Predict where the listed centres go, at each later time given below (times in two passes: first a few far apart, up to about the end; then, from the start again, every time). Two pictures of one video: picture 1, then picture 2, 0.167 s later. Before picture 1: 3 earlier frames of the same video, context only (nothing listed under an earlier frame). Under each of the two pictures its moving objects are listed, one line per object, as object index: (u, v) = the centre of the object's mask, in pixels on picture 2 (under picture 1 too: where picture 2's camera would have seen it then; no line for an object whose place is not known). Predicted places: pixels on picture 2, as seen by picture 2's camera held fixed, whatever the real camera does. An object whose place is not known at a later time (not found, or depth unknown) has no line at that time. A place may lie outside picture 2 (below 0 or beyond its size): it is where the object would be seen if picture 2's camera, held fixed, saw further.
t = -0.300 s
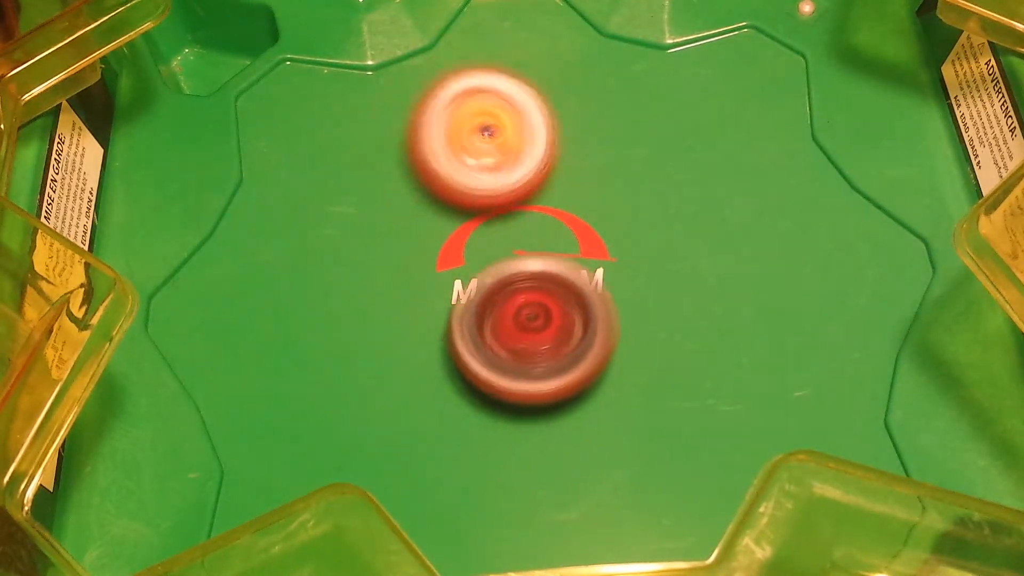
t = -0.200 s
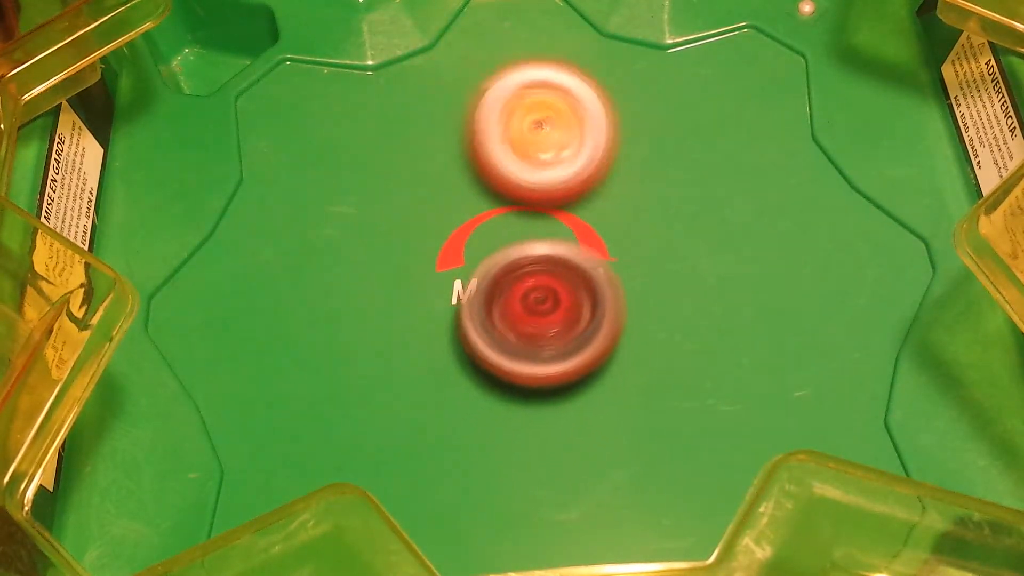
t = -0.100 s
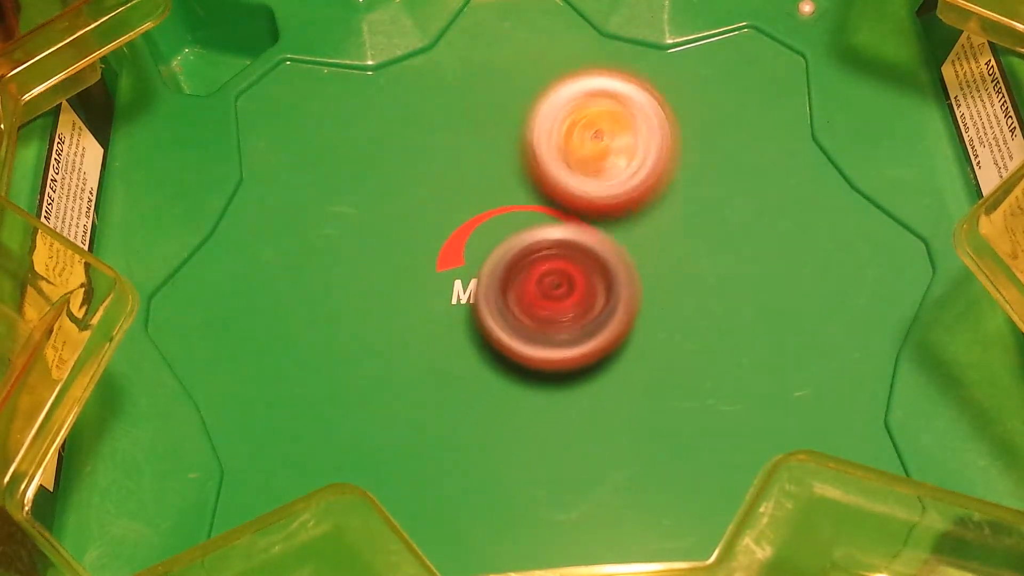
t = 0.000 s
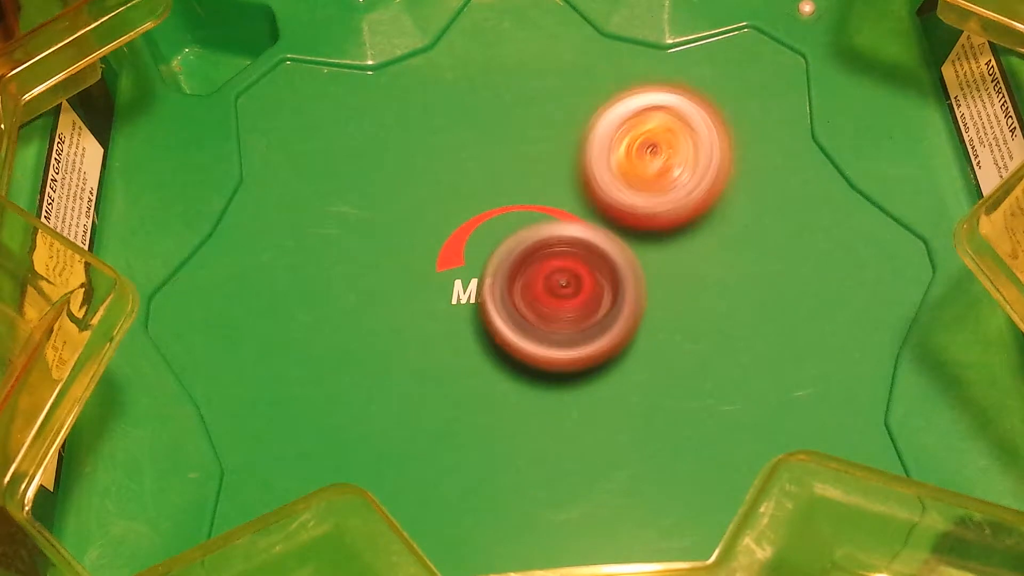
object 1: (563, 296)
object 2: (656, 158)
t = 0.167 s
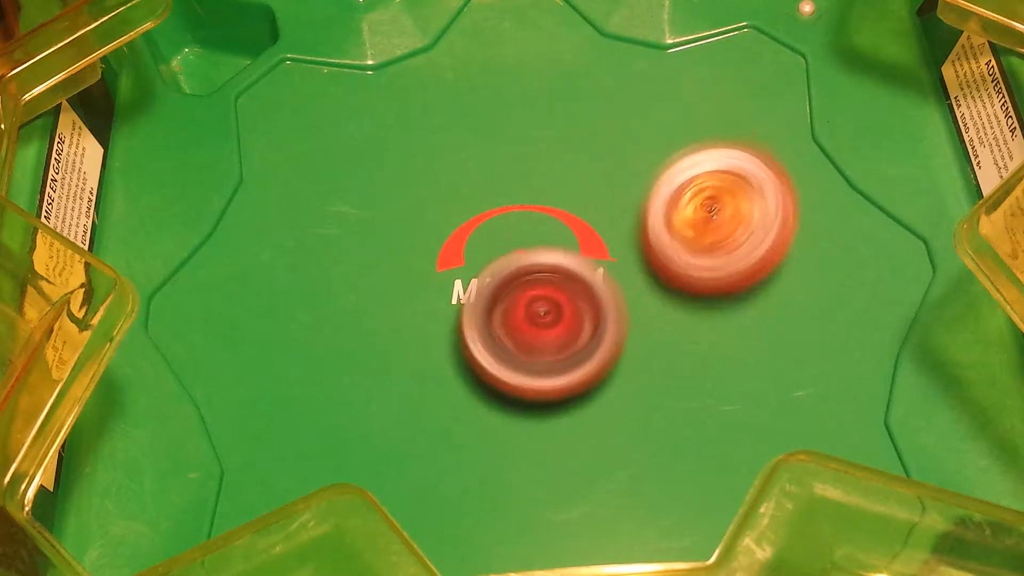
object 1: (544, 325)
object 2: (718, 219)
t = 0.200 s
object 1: (537, 328)
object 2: (723, 236)
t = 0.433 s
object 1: (504, 332)
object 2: (686, 359)
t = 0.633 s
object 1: (444, 284)
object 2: (608, 435)
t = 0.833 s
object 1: (431, 237)
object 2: (484, 417)
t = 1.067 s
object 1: (497, 173)
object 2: (374, 380)
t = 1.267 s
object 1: (570, 147)
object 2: (383, 305)
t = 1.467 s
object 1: (627, 177)
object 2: (460, 252)
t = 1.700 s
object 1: (707, 248)
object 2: (511, 259)
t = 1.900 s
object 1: (720, 326)
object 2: (524, 315)
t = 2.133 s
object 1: (694, 390)
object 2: (460, 359)
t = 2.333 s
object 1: (624, 403)
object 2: (412, 349)
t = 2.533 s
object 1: (588, 392)
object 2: (396, 287)
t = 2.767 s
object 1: (558, 357)
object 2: (455, 239)
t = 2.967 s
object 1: (643, 405)
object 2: (416, 162)
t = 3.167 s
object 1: (647, 393)
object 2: (432, 229)
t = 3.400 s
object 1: (609, 338)
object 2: (438, 332)
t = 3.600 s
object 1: (624, 262)
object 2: (361, 400)
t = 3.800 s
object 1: (583, 215)
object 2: (332, 409)
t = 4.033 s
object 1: (510, 207)
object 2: (412, 368)
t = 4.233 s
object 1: (452, 222)
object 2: (504, 365)
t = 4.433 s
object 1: (429, 262)
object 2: (591, 399)
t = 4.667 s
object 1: (458, 319)
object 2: (636, 455)
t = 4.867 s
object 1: (483, 311)
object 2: (663, 482)
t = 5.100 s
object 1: (505, 252)
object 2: (672, 459)
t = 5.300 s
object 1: (525, 209)
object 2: (659, 379)
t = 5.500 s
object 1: (541, 200)
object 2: (680, 318)
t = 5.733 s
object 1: (557, 232)
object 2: (738, 262)
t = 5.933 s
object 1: (566, 276)
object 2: (736, 252)
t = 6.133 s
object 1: (531, 347)
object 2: (716, 250)
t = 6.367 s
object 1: (520, 400)
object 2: (636, 236)
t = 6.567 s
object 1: (533, 406)
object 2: (570, 207)
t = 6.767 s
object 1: (542, 370)
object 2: (523, 163)
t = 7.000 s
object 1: (528, 306)
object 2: (505, 161)
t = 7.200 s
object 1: (526, 357)
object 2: (484, 116)
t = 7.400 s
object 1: (520, 364)
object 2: (474, 153)
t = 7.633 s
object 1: (520, 341)
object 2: (438, 219)
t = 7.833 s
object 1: (567, 342)
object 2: (374, 210)
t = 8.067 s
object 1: (593, 315)
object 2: (389, 198)
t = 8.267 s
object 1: (576, 285)
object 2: (422, 243)
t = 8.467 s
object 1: (573, 279)
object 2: (393, 289)
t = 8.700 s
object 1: (556, 284)
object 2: (373, 293)
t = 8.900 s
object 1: (589, 286)
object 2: (365, 291)
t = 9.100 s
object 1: (614, 283)
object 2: (377, 315)
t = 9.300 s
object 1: (613, 277)
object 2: (416, 348)
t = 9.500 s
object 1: (589, 284)
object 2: (439, 344)
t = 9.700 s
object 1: (594, 262)
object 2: (419, 364)
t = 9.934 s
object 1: (576, 259)
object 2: (450, 337)
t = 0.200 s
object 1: (537, 328)
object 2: (723, 236)
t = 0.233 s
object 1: (531, 331)
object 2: (726, 253)
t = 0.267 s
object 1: (526, 333)
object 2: (726, 272)
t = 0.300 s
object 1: (520, 332)
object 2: (723, 291)
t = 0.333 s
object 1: (515, 333)
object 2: (718, 308)
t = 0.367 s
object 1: (511, 333)
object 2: (710, 326)
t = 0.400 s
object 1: (508, 332)
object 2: (699, 342)
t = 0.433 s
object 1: (504, 332)
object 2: (686, 359)
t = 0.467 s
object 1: (501, 331)
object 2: (670, 374)
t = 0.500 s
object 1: (490, 329)
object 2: (660, 391)
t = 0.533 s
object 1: (472, 315)
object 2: (658, 408)
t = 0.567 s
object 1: (460, 303)
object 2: (646, 422)
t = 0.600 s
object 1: (451, 293)
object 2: (628, 429)
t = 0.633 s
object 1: (444, 284)
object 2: (608, 435)
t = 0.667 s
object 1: (438, 274)
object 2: (586, 437)
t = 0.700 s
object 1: (434, 265)
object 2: (564, 438)
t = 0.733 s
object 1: (431, 257)
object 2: (543, 437)
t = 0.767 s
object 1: (430, 249)
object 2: (522, 433)
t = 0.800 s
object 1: (430, 242)
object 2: (502, 426)
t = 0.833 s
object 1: (431, 237)
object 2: (484, 417)
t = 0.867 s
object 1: (433, 235)
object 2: (467, 406)
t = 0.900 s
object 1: (437, 233)
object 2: (450, 394)
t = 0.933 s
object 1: (439, 229)
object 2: (438, 380)
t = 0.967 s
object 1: (443, 226)
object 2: (425, 369)
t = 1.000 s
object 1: (458, 205)
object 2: (405, 378)
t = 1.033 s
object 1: (478, 185)
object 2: (387, 384)
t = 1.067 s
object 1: (497, 173)
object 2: (374, 380)
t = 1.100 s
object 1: (510, 165)
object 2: (368, 370)
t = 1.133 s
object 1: (522, 158)
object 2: (366, 356)
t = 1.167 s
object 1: (534, 153)
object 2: (366, 344)
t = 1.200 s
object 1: (547, 150)
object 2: (369, 330)
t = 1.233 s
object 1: (559, 147)
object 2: (377, 316)
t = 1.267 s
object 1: (570, 147)
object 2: (383, 305)
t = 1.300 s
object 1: (581, 147)
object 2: (392, 293)
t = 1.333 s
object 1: (592, 150)
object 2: (403, 282)
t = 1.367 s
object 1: (603, 156)
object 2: (416, 271)
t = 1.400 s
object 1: (612, 162)
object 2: (430, 264)
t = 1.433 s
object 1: (620, 169)
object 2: (444, 258)
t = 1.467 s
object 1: (627, 177)
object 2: (460, 252)
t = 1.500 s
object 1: (634, 188)
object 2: (476, 248)
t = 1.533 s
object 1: (648, 195)
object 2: (480, 247)
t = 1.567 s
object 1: (661, 205)
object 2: (483, 249)
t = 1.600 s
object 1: (671, 216)
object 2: (496, 248)
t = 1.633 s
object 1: (679, 226)
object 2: (509, 251)
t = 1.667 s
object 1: (696, 236)
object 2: (510, 255)
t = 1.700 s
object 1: (707, 248)
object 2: (511, 259)
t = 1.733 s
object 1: (715, 260)
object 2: (516, 268)
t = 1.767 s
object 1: (722, 273)
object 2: (517, 278)
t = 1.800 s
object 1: (725, 286)
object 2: (520, 287)
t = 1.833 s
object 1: (726, 299)
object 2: (521, 295)
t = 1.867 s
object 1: (724, 312)
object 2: (522, 304)
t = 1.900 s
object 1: (720, 326)
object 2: (524, 315)
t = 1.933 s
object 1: (714, 338)
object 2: (525, 325)
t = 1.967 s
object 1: (705, 348)
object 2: (524, 333)
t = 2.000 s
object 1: (703, 356)
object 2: (517, 341)
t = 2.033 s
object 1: (706, 365)
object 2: (501, 345)
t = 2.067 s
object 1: (704, 375)
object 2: (486, 351)
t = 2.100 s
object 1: (700, 383)
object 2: (472, 357)
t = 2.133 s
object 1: (694, 390)
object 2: (460, 359)
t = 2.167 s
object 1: (686, 395)
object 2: (448, 361)
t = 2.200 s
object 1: (677, 399)
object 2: (437, 361)
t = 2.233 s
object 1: (665, 403)
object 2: (429, 359)
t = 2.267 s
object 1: (653, 404)
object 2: (421, 357)
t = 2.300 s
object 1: (639, 404)
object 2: (415, 353)
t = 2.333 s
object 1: (624, 403)
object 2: (412, 349)
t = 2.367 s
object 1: (609, 400)
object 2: (411, 344)
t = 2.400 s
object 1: (593, 396)
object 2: (411, 339)
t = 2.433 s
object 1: (583, 391)
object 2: (412, 333)
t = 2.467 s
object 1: (589, 393)
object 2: (399, 319)
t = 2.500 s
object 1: (590, 394)
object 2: (393, 302)
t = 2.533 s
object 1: (588, 392)
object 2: (396, 287)
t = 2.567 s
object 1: (584, 389)
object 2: (400, 278)
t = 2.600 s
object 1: (580, 386)
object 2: (406, 268)
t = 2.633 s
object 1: (575, 380)
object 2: (412, 259)
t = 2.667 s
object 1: (571, 375)
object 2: (422, 252)
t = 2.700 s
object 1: (566, 370)
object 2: (433, 247)
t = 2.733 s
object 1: (560, 363)
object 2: (443, 243)
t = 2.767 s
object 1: (558, 357)
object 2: (455, 239)
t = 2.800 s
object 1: (590, 375)
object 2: (444, 217)
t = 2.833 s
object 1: (614, 386)
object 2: (426, 196)
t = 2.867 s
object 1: (626, 393)
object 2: (416, 178)
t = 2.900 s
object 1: (633, 399)
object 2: (412, 162)
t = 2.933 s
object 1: (638, 403)
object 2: (414, 158)
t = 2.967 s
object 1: (643, 405)
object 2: (416, 162)
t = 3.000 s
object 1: (646, 406)
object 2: (417, 170)
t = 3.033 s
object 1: (648, 406)
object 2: (419, 180)
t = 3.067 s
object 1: (650, 405)
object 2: (421, 190)
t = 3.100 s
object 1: (650, 402)
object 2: (425, 203)
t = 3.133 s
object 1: (650, 397)
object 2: (429, 218)
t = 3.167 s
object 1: (647, 393)
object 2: (432, 229)
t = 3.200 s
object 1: (644, 387)
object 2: (436, 244)
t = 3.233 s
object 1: (640, 380)
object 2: (439, 260)
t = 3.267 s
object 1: (635, 372)
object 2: (440, 274)
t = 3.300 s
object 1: (629, 364)
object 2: (443, 288)
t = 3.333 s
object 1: (622, 356)
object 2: (443, 303)
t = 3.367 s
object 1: (615, 348)
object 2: (444, 318)
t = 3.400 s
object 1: (609, 338)
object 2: (438, 332)
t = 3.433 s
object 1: (622, 322)
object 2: (417, 351)
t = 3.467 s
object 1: (630, 309)
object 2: (402, 363)
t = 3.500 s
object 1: (630, 296)
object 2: (392, 374)
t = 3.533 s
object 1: (629, 285)
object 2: (383, 384)
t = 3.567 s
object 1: (626, 273)
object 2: (373, 391)
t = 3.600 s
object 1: (624, 262)
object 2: (361, 400)
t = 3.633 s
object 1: (619, 253)
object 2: (351, 406)
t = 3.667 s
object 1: (613, 244)
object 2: (341, 409)
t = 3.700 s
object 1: (607, 236)
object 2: (333, 410)
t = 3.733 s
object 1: (600, 228)
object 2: (331, 410)
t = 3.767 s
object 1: (591, 221)
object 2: (331, 410)
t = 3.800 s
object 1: (583, 215)
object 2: (332, 409)
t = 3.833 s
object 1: (574, 210)
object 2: (336, 407)
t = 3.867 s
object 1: (564, 209)
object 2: (341, 403)
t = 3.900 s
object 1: (553, 208)
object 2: (351, 397)
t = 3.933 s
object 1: (542, 206)
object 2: (364, 389)
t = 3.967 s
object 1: (531, 206)
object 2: (379, 379)
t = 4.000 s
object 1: (520, 205)
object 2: (396, 374)
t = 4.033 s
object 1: (510, 207)
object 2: (412, 368)
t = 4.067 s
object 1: (499, 211)
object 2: (426, 364)
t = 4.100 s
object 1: (490, 213)
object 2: (443, 361)
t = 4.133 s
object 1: (480, 215)
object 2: (459, 360)
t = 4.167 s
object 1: (468, 217)
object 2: (473, 364)
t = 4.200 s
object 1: (460, 218)
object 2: (488, 365)
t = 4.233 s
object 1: (452, 222)
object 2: (504, 365)
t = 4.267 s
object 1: (446, 227)
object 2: (521, 369)
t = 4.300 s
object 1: (440, 233)
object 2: (538, 375)
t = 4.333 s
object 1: (434, 240)
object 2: (551, 378)
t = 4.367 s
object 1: (432, 247)
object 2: (565, 384)
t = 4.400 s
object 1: (429, 254)
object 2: (580, 393)
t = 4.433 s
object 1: (429, 262)
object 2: (591, 399)
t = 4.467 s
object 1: (430, 270)
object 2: (602, 407)
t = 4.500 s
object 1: (431, 278)
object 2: (613, 416)
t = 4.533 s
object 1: (434, 286)
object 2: (623, 426)
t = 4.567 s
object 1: (439, 294)
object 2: (630, 437)
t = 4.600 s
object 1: (444, 302)
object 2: (635, 444)
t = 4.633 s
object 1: (450, 311)
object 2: (637, 452)
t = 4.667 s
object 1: (458, 319)
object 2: (636, 455)
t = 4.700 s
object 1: (466, 325)
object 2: (636, 454)
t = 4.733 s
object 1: (476, 332)
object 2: (634, 455)
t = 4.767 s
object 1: (488, 337)
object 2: (632, 453)
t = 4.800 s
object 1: (499, 342)
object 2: (630, 457)
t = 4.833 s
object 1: (492, 328)
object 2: (646, 470)
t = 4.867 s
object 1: (483, 311)
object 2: (663, 482)
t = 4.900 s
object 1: (484, 299)
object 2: (669, 487)
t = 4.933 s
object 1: (487, 292)
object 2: (669, 488)
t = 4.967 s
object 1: (491, 286)
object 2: (671, 485)
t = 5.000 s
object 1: (495, 276)
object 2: (674, 481)
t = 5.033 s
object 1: (498, 267)
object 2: (675, 476)
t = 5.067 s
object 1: (502, 259)
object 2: (674, 468)
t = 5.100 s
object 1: (505, 252)
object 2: (672, 459)
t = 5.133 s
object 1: (510, 243)
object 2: (668, 445)
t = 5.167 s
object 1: (513, 233)
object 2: (664, 432)
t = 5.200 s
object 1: (516, 227)
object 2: (662, 417)
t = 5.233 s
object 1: (520, 221)
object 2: (659, 404)
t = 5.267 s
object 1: (524, 216)
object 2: (659, 392)
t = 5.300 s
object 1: (525, 209)
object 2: (659, 379)
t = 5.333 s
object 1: (529, 206)
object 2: (662, 367)
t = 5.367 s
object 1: (531, 203)
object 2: (664, 356)
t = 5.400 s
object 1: (534, 201)
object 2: (668, 347)
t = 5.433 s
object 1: (537, 199)
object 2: (672, 337)
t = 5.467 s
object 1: (539, 199)
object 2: (676, 327)
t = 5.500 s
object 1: (541, 200)
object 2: (680, 318)
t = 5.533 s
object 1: (543, 202)
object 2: (686, 309)
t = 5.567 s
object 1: (546, 204)
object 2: (694, 298)
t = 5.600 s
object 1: (548, 207)
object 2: (701, 290)
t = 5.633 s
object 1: (551, 212)
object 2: (711, 280)
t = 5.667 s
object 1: (552, 217)
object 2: (720, 273)
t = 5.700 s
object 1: (553, 225)
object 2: (731, 265)
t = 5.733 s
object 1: (557, 232)
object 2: (738, 262)
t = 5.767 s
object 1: (557, 238)
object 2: (744, 258)
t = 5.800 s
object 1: (557, 247)
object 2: (746, 257)
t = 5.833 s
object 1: (559, 253)
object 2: (746, 255)
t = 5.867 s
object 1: (562, 257)
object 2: (743, 254)
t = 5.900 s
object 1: (565, 267)
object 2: (740, 252)
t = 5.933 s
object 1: (566, 276)
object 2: (736, 252)
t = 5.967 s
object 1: (564, 286)
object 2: (731, 257)
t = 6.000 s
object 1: (557, 302)
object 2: (728, 256)
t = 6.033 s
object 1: (547, 317)
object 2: (733, 255)
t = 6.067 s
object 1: (541, 328)
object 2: (729, 255)
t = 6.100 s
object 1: (536, 338)
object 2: (723, 252)
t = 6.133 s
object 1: (531, 347)
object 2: (716, 250)
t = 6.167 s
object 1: (527, 360)
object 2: (710, 248)
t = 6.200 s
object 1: (525, 368)
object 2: (702, 245)
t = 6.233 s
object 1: (521, 375)
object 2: (690, 246)
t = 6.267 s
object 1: (520, 381)
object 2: (676, 244)
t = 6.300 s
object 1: (519, 387)
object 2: (664, 242)
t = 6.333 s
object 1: (520, 395)
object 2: (649, 239)
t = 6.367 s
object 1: (520, 400)
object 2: (636, 236)
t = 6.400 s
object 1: (522, 404)
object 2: (623, 233)
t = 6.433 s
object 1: (524, 407)
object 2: (612, 229)
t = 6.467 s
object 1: (526, 409)
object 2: (600, 225)
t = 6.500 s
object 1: (528, 408)
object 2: (589, 220)
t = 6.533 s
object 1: (531, 407)
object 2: (580, 213)
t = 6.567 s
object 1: (533, 406)
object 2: (570, 207)
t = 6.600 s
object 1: (535, 402)
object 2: (561, 201)
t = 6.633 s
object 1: (538, 397)
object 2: (552, 192)
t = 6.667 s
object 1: (539, 392)
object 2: (544, 185)
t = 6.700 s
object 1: (541, 384)
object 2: (536, 176)
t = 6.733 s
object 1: (542, 376)
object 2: (528, 170)
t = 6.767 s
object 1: (542, 370)
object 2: (523, 163)
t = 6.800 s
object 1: (542, 363)
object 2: (518, 158)
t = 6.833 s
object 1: (541, 355)
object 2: (516, 155)
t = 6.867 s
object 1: (540, 344)
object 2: (514, 155)
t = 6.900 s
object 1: (538, 335)
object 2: (511, 156)
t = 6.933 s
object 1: (535, 323)
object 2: (508, 156)
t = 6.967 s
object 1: (531, 315)
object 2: (507, 158)
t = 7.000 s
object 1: (528, 306)
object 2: (505, 161)
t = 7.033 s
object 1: (530, 320)
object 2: (501, 149)
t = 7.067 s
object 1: (534, 337)
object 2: (497, 131)
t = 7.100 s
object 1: (533, 345)
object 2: (497, 120)
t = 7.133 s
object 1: (531, 348)
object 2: (492, 118)
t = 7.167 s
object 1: (527, 354)
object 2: (488, 117)
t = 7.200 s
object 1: (526, 357)
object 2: (484, 116)
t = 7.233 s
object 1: (525, 361)
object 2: (483, 117)
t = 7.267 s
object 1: (523, 364)
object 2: (480, 120)
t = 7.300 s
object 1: (522, 365)
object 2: (478, 124)
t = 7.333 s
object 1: (523, 366)
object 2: (477, 131)
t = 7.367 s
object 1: (520, 366)
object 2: (477, 142)
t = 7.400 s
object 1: (520, 364)
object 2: (474, 153)
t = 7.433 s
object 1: (520, 364)
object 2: (471, 164)
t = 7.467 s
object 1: (519, 362)
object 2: (466, 174)
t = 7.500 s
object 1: (521, 359)
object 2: (462, 184)
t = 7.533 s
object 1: (520, 357)
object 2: (457, 195)
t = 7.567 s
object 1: (521, 351)
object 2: (450, 204)
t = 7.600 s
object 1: (521, 347)
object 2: (443, 213)
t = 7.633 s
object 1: (520, 341)
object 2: (438, 219)
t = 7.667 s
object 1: (520, 335)
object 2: (431, 225)
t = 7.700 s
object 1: (531, 336)
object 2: (417, 227)
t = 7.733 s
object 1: (545, 344)
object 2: (398, 219)
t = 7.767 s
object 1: (557, 344)
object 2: (386, 216)
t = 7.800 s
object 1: (562, 343)
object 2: (378, 212)
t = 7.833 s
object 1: (567, 342)
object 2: (374, 210)
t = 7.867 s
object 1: (577, 341)
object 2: (373, 207)
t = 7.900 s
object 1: (581, 337)
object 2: (371, 207)
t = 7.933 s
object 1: (585, 334)
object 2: (370, 206)
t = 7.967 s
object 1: (589, 331)
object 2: (369, 204)
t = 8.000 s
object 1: (593, 324)
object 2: (373, 199)
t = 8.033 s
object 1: (593, 320)
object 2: (379, 198)
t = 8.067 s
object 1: (593, 315)
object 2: (389, 198)
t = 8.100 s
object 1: (593, 309)
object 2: (400, 203)
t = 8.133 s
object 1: (589, 303)
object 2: (406, 209)
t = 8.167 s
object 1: (587, 298)
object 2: (410, 217)
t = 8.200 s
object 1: (583, 293)
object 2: (415, 223)
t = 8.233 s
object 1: (578, 287)
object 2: (421, 232)
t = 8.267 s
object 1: (576, 285)
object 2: (422, 243)
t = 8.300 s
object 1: (584, 283)
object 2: (416, 249)
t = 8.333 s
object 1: (586, 281)
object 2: (410, 258)
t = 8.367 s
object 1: (582, 277)
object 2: (409, 267)
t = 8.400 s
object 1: (579, 280)
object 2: (405, 277)
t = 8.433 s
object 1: (577, 279)
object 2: (400, 284)
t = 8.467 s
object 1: (573, 279)
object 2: (393, 289)
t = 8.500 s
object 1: (568, 280)
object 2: (390, 290)
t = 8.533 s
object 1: (564, 281)
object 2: (389, 293)
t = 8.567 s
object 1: (557, 282)
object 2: (384, 296)
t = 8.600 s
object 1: (554, 282)
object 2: (375, 299)
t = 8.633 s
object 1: (553, 283)
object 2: (369, 296)
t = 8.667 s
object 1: (553, 284)
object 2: (370, 291)
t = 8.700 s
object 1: (556, 284)
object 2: (373, 293)
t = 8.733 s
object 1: (556, 278)
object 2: (373, 295)
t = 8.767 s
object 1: (555, 278)
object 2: (373, 294)
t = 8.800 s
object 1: (556, 280)
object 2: (380, 290)
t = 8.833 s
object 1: (561, 283)
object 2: (383, 290)
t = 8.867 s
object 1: (577, 287)
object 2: (370, 286)
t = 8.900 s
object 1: (589, 286)
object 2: (365, 291)
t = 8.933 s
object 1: (591, 285)
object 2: (359, 291)
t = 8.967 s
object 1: (595, 287)
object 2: (358, 290)
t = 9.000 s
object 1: (601, 287)
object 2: (362, 290)
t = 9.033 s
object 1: (608, 285)
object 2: (368, 297)
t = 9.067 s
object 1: (610, 284)
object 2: (373, 304)
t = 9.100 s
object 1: (614, 283)
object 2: (377, 315)
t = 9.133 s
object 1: (615, 282)
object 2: (379, 322)
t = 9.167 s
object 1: (617, 280)
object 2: (387, 326)
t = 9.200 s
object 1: (616, 279)
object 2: (397, 334)
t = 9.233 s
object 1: (617, 277)
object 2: (404, 339)
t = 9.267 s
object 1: (615, 277)
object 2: (412, 343)
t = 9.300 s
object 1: (613, 277)
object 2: (416, 348)
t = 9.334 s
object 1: (608, 278)
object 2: (418, 350)
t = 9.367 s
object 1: (605, 278)
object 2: (418, 349)
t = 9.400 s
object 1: (599, 281)
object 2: (421, 347)
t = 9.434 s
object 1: (596, 282)
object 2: (424, 344)
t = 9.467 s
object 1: (591, 286)
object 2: (435, 343)
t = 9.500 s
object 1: (589, 284)
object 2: (439, 344)
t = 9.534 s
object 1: (583, 285)
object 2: (448, 346)
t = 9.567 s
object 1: (588, 287)
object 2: (446, 348)
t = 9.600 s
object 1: (590, 283)
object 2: (443, 346)
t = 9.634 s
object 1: (596, 276)
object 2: (434, 356)
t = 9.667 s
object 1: (598, 265)
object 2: (425, 363)
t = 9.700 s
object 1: (594, 262)
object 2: (419, 364)
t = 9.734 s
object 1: (592, 264)
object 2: (416, 362)
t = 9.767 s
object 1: (594, 265)
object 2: (415, 358)
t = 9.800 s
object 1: (597, 263)
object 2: (418, 353)
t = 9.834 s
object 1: (596, 258)
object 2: (421, 349)
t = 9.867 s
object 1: (592, 255)
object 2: (428, 345)
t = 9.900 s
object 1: (582, 254)
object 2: (436, 338)
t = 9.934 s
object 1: (576, 259)
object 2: (450, 337)
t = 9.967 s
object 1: (576, 254)
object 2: (453, 342)
